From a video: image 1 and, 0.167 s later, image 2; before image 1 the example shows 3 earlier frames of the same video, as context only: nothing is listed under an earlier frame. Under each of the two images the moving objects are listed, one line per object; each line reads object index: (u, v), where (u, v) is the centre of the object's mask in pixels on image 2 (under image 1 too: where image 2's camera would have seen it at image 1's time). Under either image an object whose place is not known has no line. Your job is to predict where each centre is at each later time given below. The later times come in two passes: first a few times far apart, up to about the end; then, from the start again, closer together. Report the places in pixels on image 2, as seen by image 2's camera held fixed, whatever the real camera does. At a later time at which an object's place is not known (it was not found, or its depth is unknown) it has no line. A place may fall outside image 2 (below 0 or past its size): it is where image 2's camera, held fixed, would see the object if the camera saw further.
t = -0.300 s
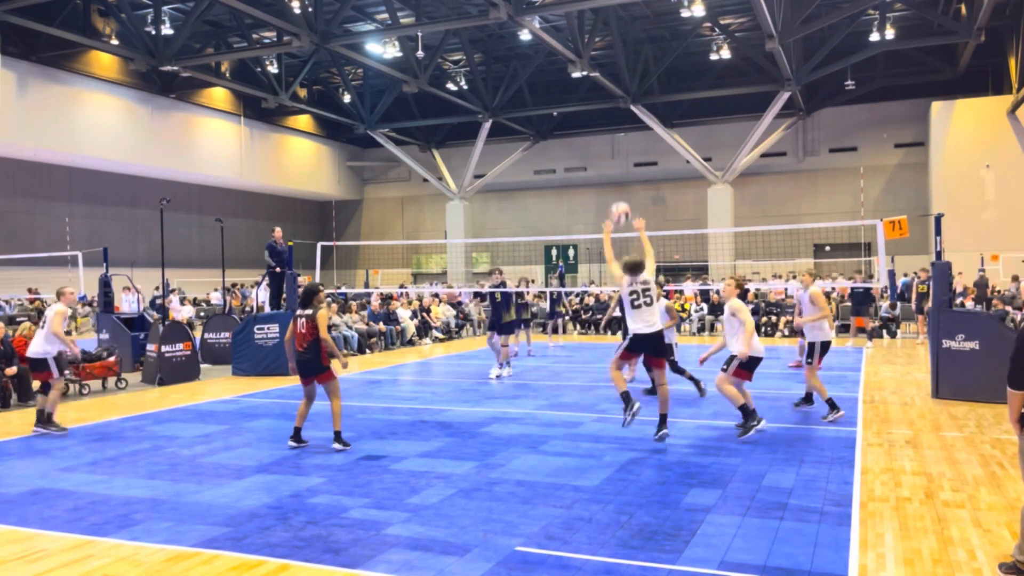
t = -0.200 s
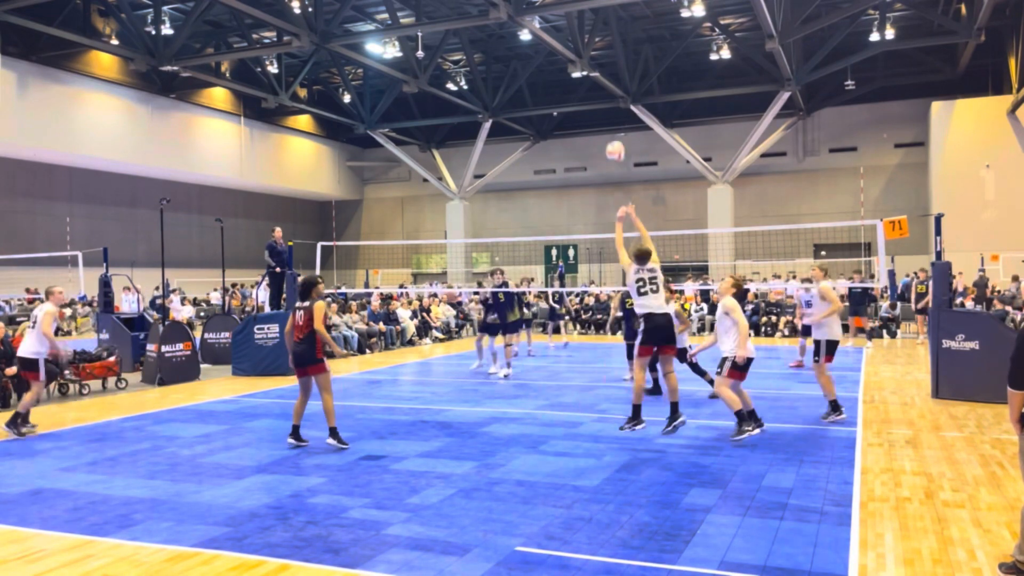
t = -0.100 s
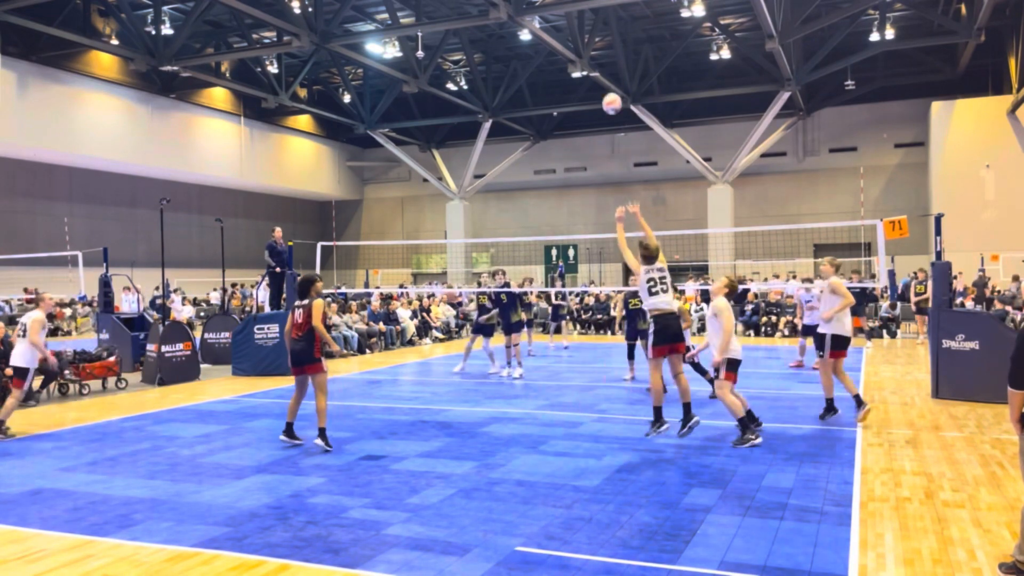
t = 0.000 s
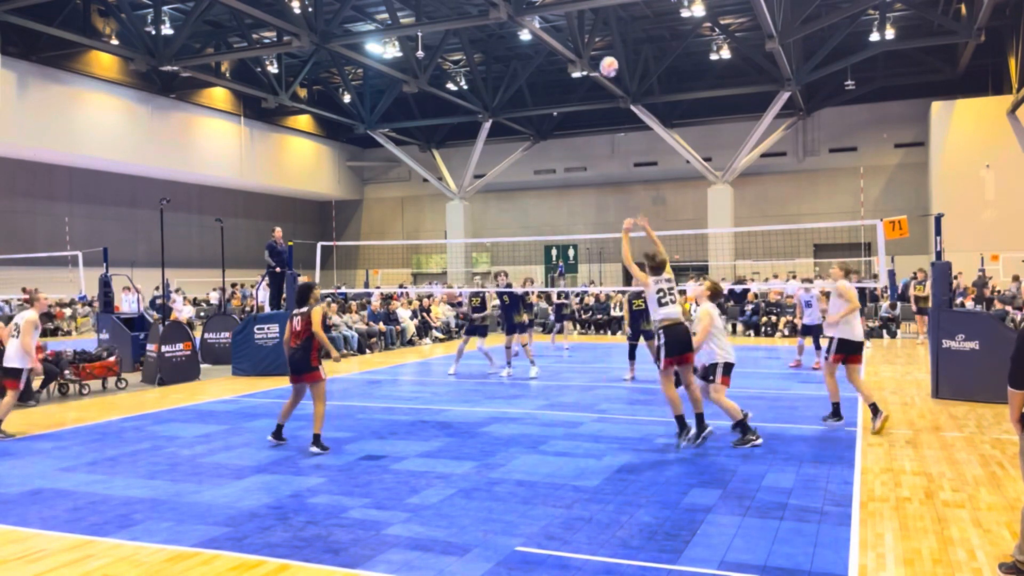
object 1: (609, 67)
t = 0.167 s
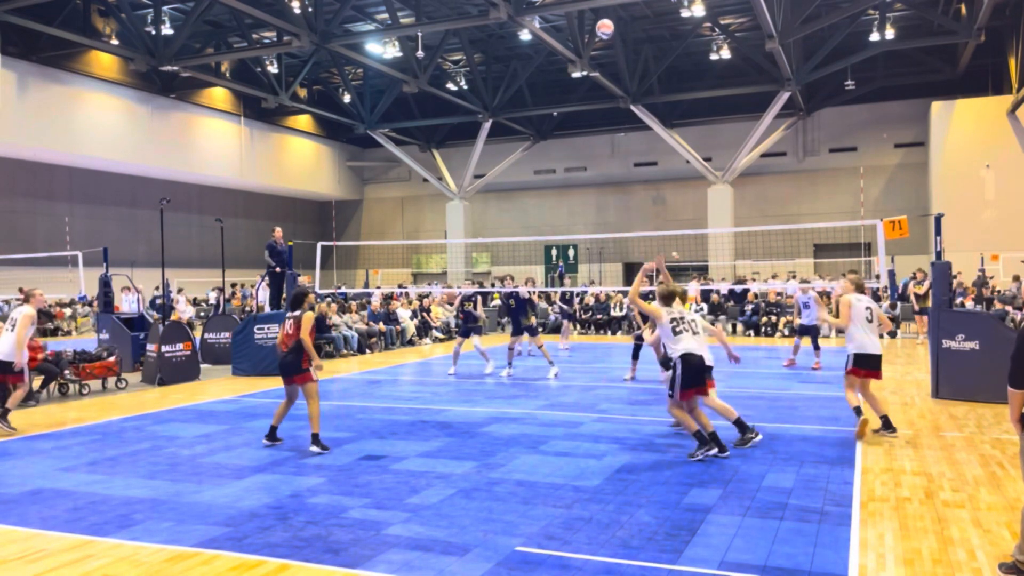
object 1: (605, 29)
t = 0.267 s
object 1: (603, 18)
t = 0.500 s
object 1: (598, 28)
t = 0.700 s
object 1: (595, 67)
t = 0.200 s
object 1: (604, 24)
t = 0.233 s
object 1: (603, 21)
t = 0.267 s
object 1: (603, 18)
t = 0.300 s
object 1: (602, 17)
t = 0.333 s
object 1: (602, 16)
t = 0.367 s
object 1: (601, 17)
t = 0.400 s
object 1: (600, 18)
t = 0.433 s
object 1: (599, 20)
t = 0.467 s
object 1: (599, 23)
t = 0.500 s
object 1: (598, 28)
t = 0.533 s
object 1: (597, 32)
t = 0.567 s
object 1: (597, 38)
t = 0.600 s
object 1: (597, 44)
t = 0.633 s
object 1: (596, 51)
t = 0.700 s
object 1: (595, 67)
